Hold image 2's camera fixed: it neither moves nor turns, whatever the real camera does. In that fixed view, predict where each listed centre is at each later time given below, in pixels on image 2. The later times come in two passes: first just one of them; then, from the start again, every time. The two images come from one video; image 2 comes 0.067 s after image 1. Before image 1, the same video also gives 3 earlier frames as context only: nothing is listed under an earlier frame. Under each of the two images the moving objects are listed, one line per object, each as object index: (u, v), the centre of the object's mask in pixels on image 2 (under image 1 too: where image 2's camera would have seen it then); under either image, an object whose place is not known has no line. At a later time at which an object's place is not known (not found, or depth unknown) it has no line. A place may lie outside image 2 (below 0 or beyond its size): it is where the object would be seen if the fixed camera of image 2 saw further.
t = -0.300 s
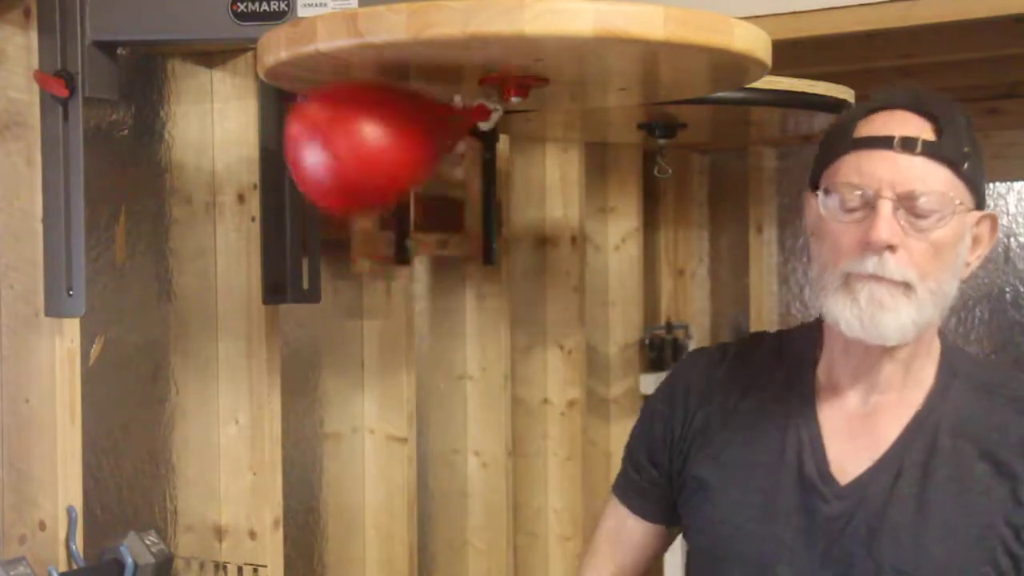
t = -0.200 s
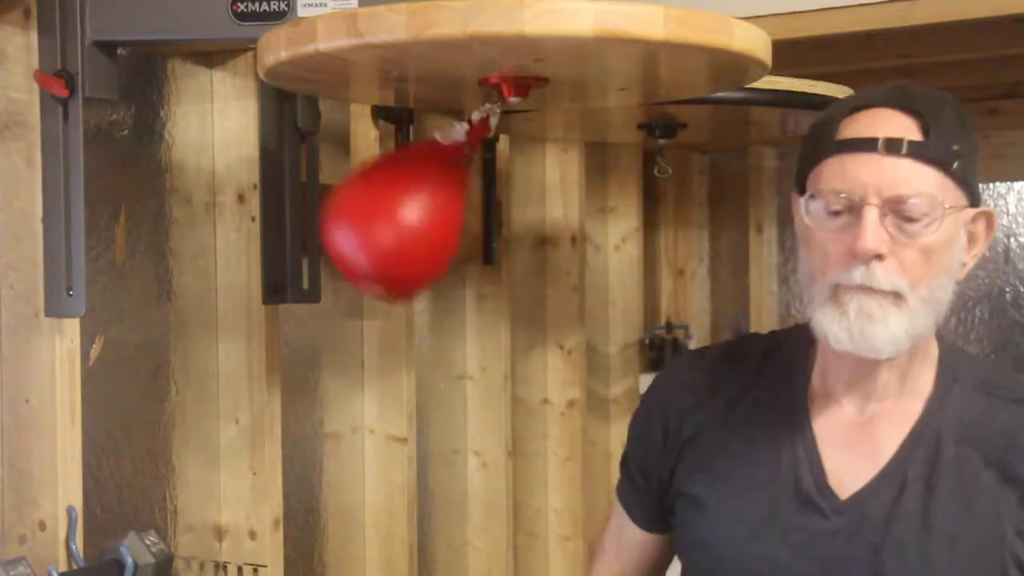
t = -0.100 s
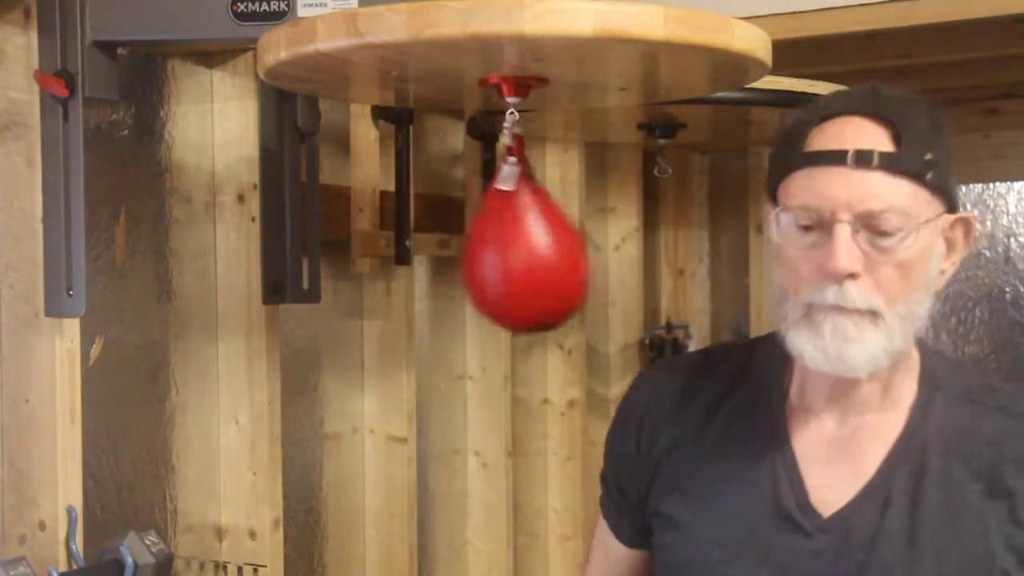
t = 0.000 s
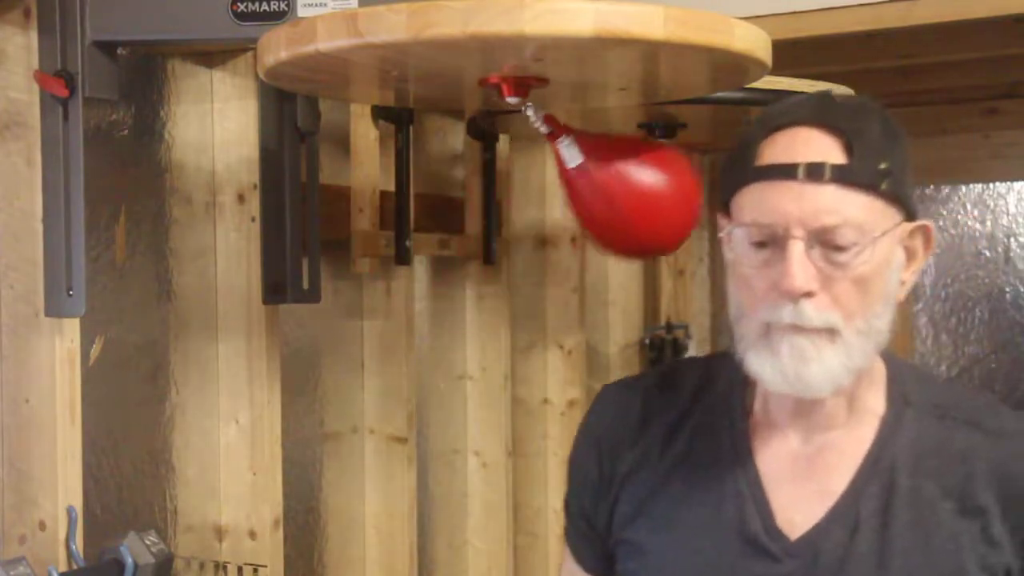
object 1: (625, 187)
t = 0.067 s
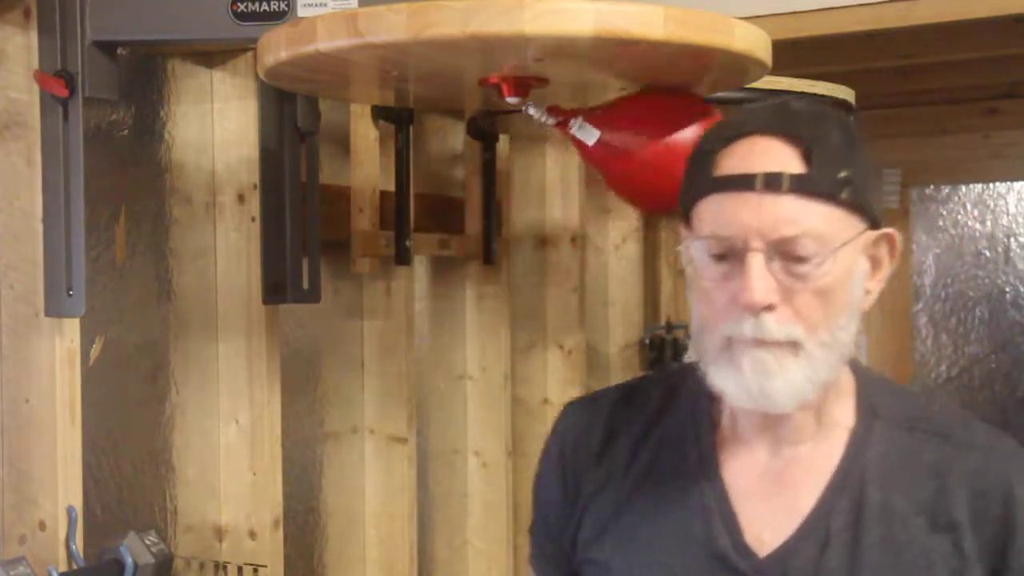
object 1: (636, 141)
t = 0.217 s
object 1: (547, 228)
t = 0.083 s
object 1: (630, 147)
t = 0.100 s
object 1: (622, 154)
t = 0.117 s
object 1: (613, 162)
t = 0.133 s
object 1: (602, 172)
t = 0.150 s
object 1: (592, 182)
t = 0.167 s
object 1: (582, 192)
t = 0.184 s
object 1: (572, 205)
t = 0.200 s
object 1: (560, 216)
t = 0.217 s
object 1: (547, 228)
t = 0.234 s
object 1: (530, 241)
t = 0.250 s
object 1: (513, 253)
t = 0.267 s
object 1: (495, 257)
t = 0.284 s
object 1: (476, 257)
